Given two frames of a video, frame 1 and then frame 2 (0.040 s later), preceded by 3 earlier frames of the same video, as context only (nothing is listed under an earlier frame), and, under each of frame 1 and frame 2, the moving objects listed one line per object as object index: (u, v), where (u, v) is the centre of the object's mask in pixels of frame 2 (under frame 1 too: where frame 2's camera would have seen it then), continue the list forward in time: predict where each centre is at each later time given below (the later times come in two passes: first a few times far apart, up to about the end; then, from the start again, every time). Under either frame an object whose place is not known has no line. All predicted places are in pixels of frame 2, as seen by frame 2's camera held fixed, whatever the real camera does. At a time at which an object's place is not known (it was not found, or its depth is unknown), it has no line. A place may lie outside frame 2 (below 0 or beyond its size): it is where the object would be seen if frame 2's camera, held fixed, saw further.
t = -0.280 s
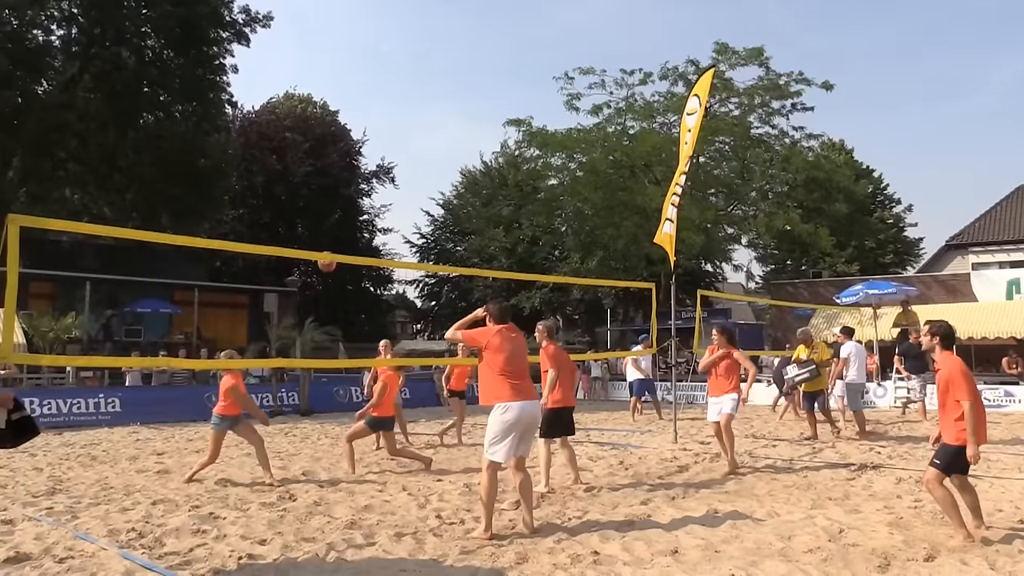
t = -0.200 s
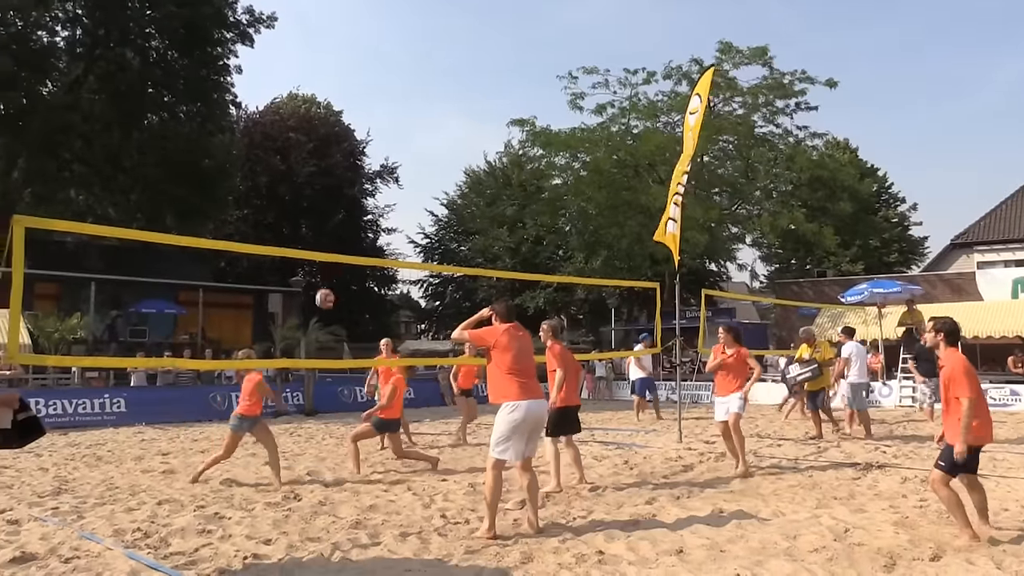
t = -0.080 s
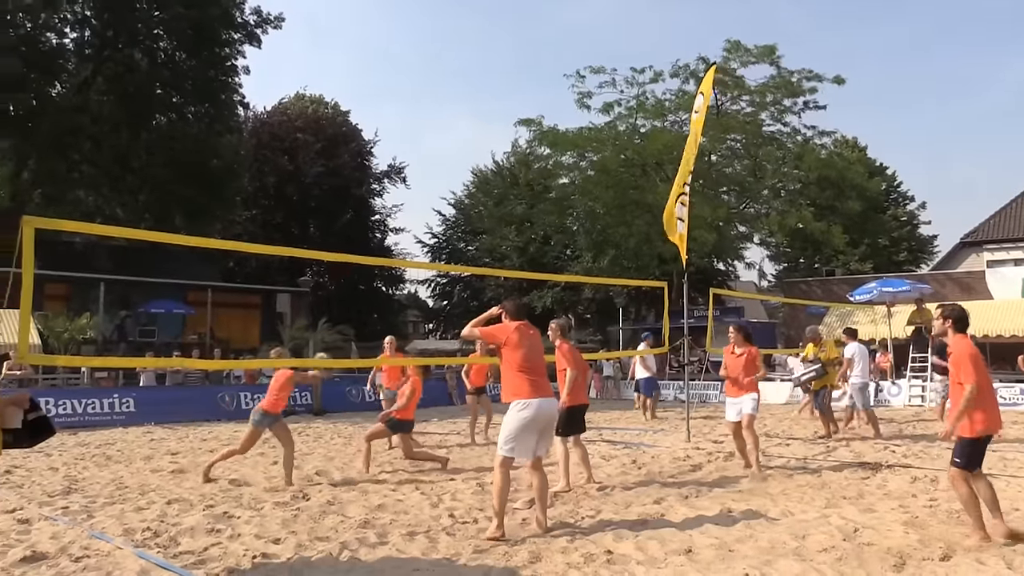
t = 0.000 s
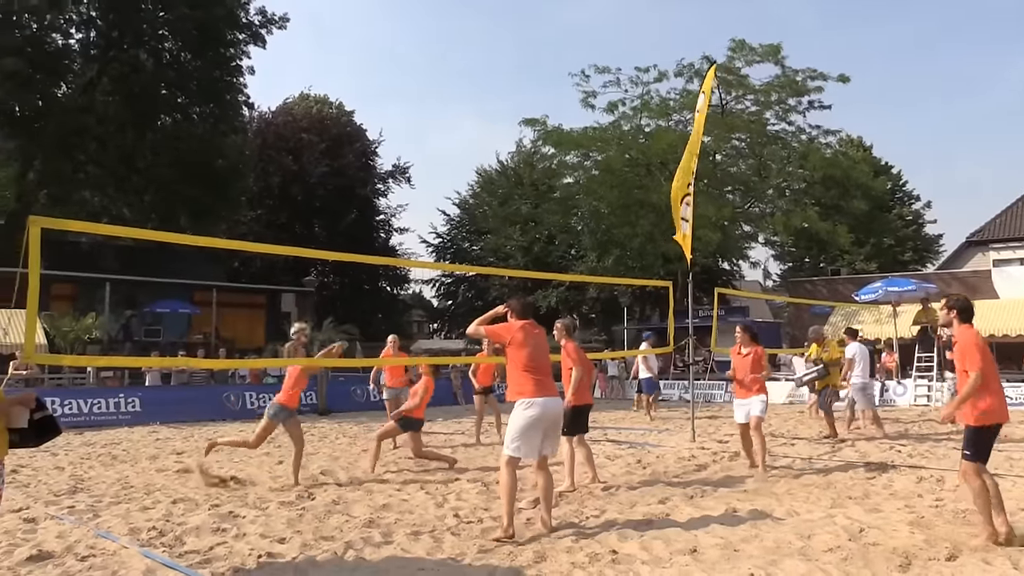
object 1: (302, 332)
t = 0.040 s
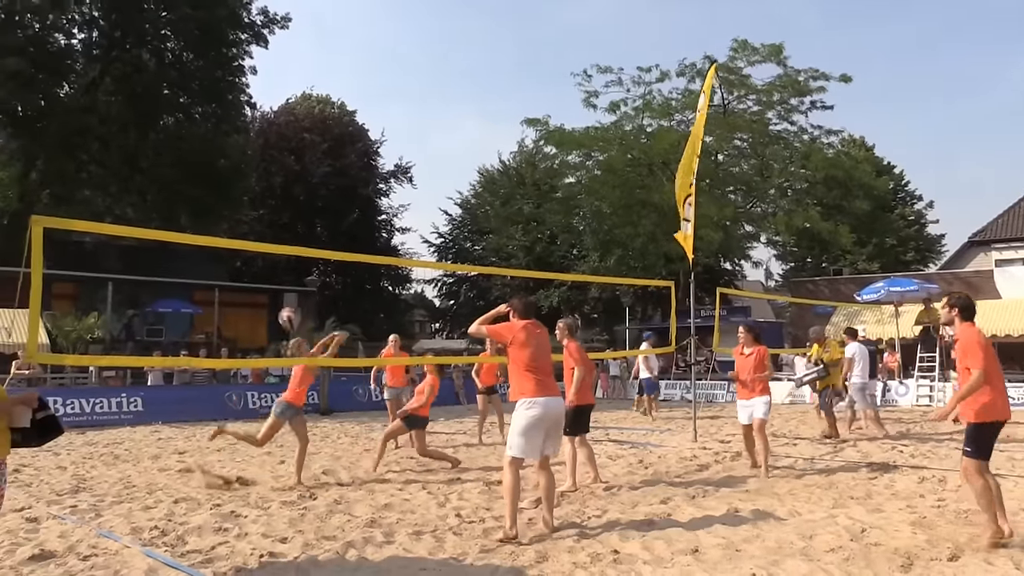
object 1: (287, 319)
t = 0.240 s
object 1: (212, 264)
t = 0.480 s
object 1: (94, 249)
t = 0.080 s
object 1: (273, 304)
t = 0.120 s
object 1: (259, 293)
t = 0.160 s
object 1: (243, 283)
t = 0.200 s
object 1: (228, 272)
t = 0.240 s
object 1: (212, 264)
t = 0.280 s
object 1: (193, 258)
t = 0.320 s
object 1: (175, 254)
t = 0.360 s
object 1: (157, 250)
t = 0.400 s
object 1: (137, 247)
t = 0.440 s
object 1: (115, 247)
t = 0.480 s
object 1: (94, 249)
